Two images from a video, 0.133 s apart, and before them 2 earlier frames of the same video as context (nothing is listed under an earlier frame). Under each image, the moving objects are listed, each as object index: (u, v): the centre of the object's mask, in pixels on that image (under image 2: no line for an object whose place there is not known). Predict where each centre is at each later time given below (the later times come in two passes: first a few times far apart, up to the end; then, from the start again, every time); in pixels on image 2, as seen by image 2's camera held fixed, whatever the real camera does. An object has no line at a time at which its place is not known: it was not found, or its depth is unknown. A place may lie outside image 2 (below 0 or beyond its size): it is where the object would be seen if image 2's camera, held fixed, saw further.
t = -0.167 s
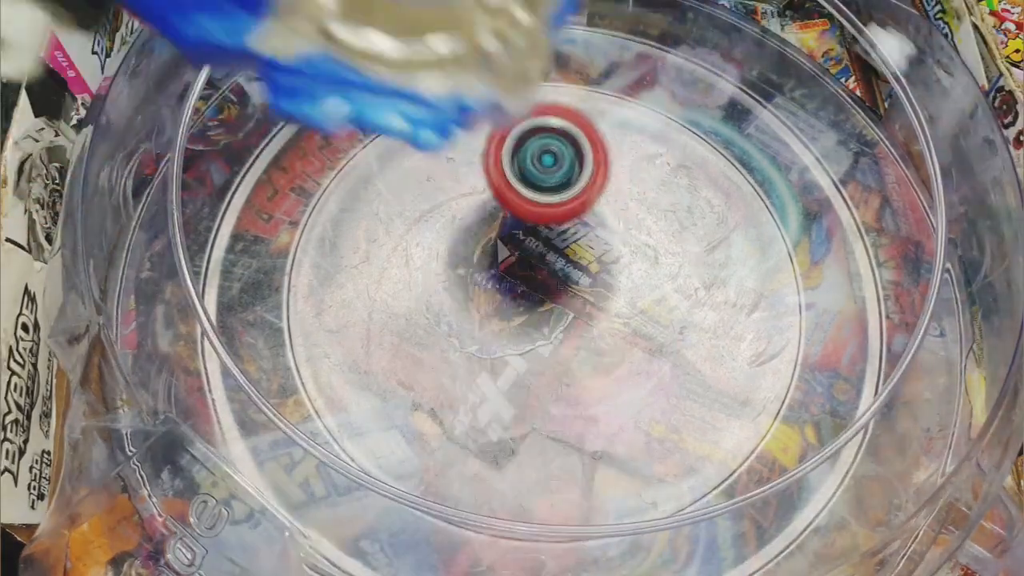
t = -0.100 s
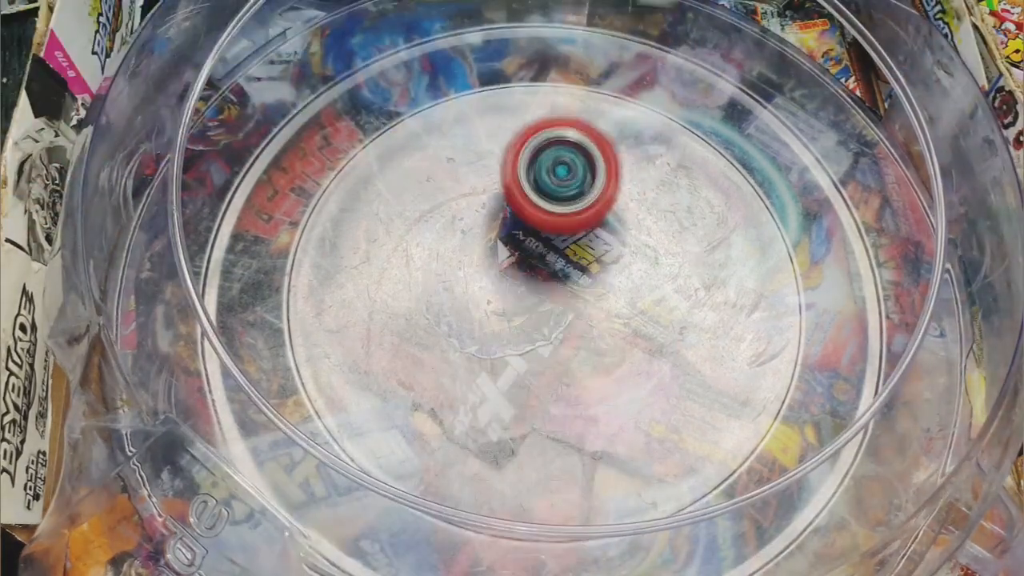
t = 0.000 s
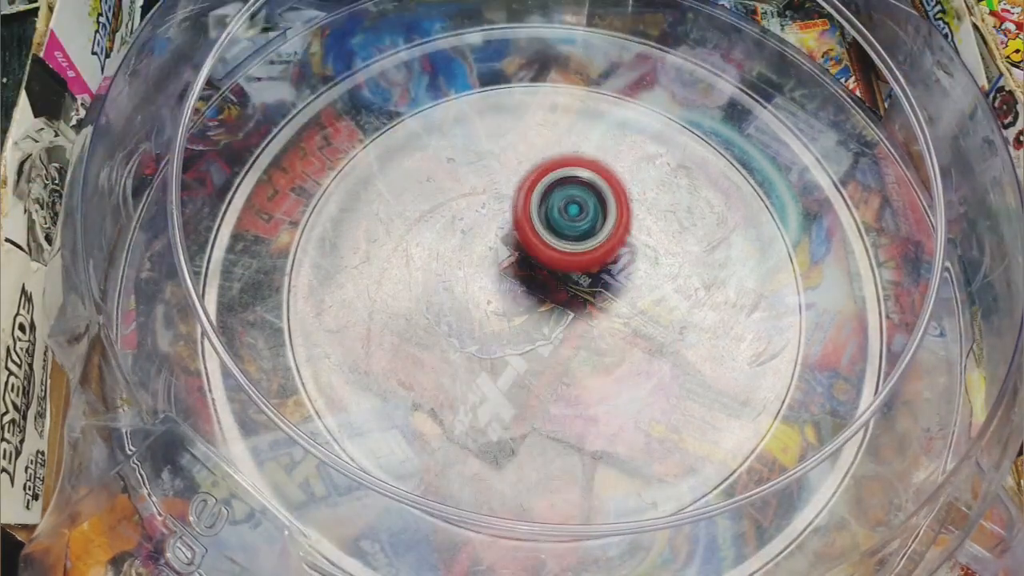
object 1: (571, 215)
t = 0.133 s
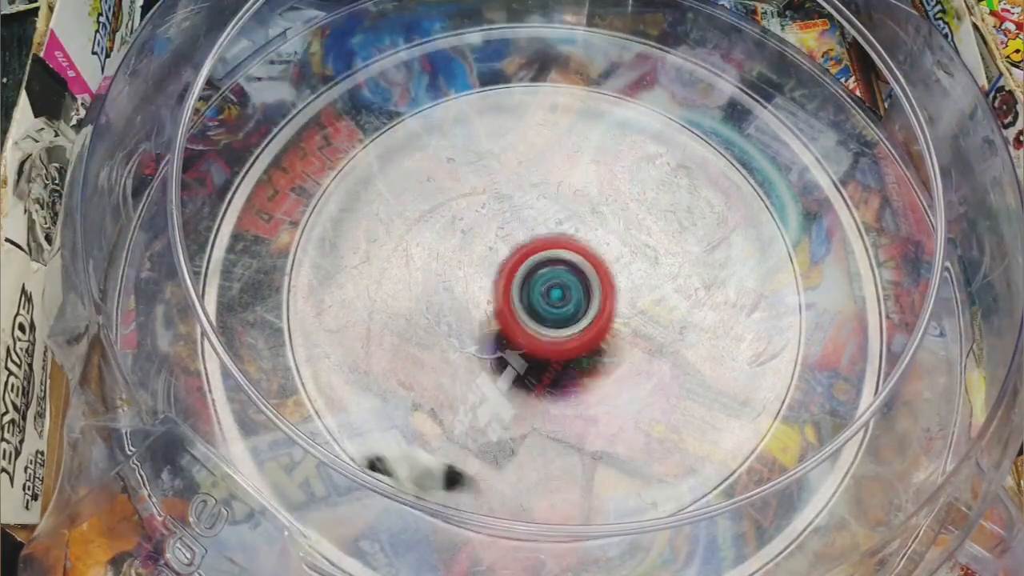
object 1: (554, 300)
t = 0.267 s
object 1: (506, 343)
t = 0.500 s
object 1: (436, 252)
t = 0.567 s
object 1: (448, 207)
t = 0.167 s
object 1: (544, 313)
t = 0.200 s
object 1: (532, 333)
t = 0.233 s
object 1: (519, 334)
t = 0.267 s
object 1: (506, 343)
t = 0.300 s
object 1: (491, 344)
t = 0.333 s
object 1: (473, 343)
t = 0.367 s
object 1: (459, 334)
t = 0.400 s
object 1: (448, 326)
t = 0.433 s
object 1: (441, 312)
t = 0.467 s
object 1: (437, 264)
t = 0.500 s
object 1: (436, 252)
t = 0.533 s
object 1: (437, 245)
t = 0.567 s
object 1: (448, 207)
